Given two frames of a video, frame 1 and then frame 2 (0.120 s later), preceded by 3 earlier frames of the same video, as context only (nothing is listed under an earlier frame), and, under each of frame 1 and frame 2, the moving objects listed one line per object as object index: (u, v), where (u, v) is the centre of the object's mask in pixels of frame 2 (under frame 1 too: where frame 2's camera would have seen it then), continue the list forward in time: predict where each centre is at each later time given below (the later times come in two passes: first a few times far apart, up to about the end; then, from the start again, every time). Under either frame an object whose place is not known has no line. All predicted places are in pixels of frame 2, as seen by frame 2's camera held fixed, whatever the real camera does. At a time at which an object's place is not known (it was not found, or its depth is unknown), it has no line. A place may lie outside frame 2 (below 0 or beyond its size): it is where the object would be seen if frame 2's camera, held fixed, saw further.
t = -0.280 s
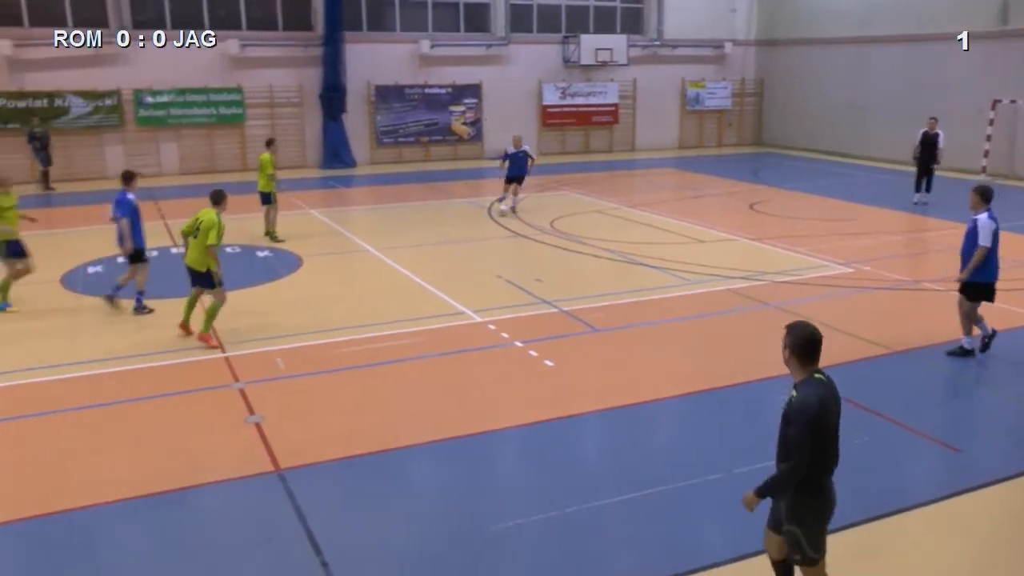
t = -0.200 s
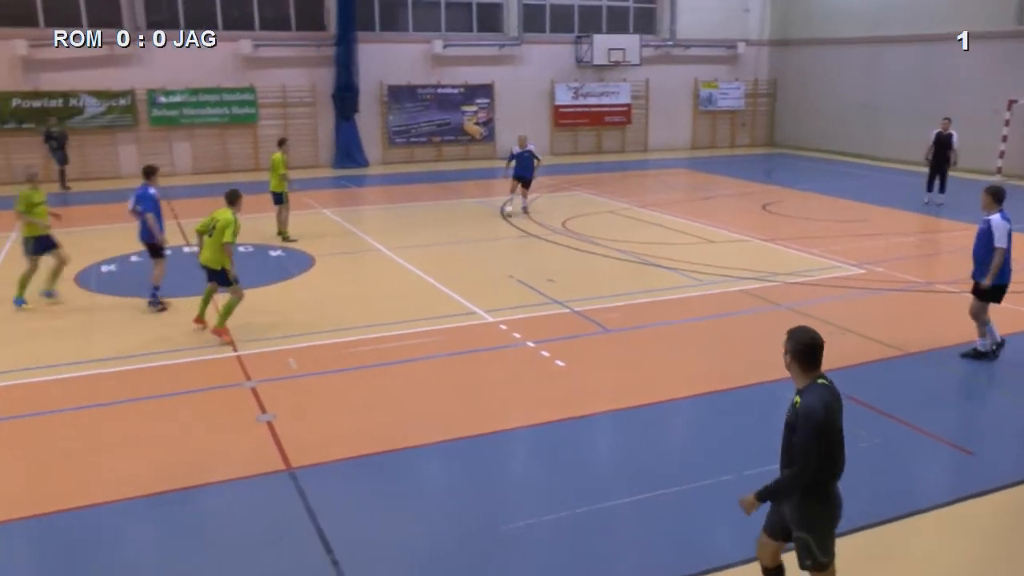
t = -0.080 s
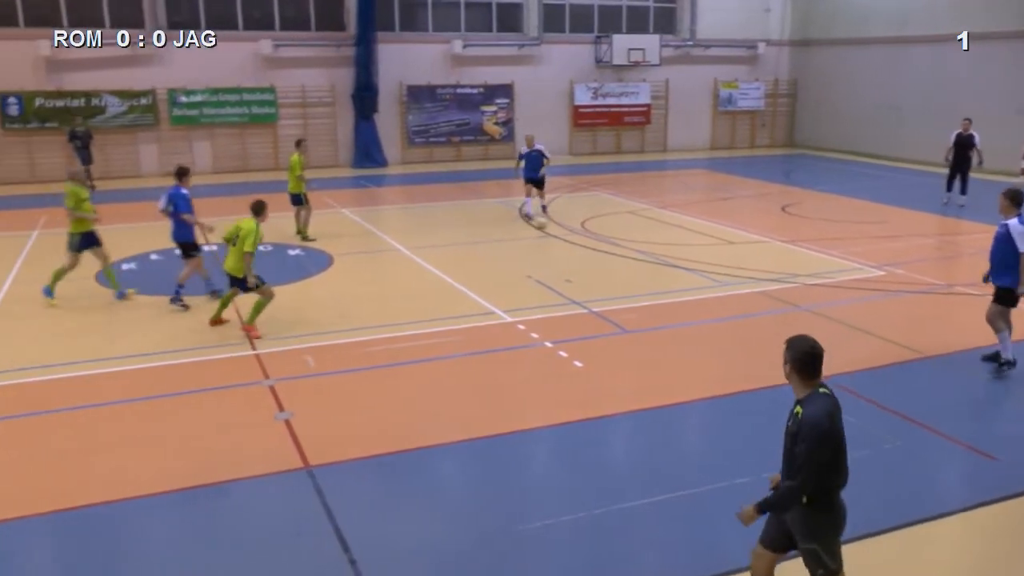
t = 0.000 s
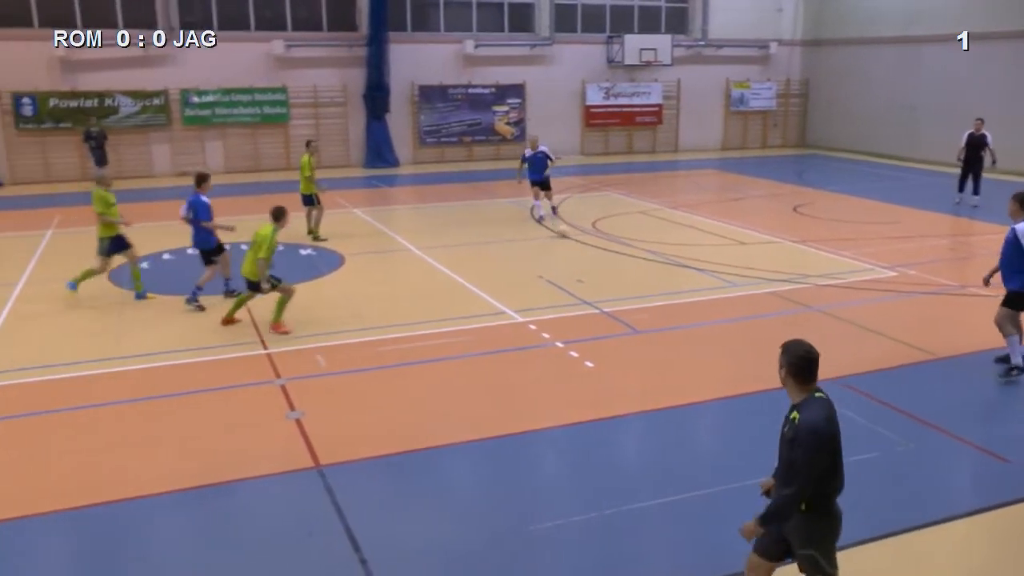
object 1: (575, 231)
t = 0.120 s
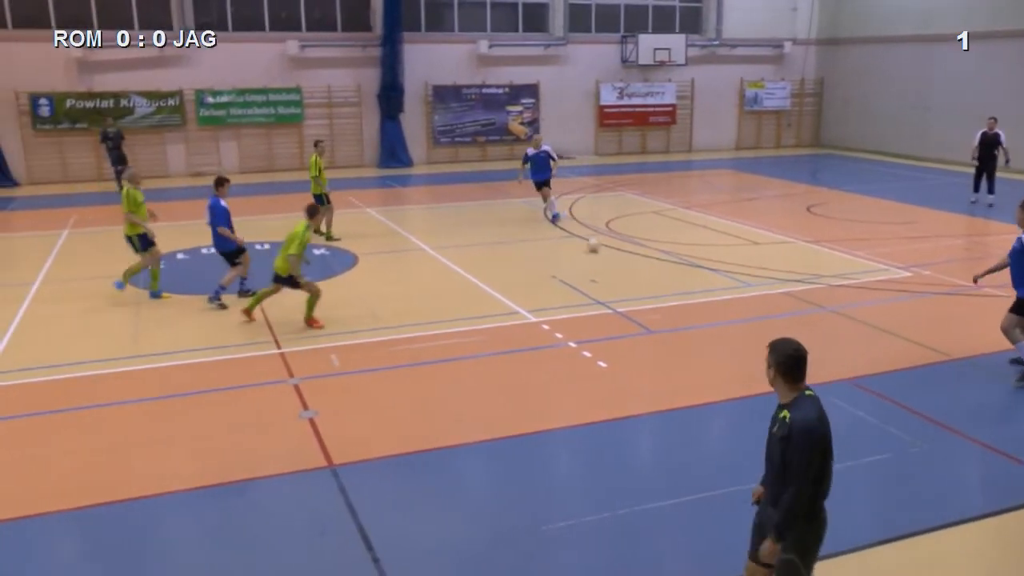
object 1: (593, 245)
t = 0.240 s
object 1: (611, 262)
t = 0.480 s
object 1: (652, 294)
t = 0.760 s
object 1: (705, 339)
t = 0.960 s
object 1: (752, 380)
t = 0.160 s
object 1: (598, 251)
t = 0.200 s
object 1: (604, 256)
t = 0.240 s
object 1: (611, 262)
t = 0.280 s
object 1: (618, 267)
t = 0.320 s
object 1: (624, 272)
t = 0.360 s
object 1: (631, 276)
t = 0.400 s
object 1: (637, 283)
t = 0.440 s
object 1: (645, 288)
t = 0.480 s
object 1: (652, 294)
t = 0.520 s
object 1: (659, 300)
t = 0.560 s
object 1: (665, 307)
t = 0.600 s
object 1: (673, 312)
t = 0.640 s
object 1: (681, 319)
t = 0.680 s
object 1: (689, 326)
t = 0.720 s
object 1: (696, 332)
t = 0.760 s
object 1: (705, 339)
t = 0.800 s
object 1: (713, 347)
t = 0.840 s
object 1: (722, 354)
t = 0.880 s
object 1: (732, 363)
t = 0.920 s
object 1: (742, 370)
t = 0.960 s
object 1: (752, 380)
